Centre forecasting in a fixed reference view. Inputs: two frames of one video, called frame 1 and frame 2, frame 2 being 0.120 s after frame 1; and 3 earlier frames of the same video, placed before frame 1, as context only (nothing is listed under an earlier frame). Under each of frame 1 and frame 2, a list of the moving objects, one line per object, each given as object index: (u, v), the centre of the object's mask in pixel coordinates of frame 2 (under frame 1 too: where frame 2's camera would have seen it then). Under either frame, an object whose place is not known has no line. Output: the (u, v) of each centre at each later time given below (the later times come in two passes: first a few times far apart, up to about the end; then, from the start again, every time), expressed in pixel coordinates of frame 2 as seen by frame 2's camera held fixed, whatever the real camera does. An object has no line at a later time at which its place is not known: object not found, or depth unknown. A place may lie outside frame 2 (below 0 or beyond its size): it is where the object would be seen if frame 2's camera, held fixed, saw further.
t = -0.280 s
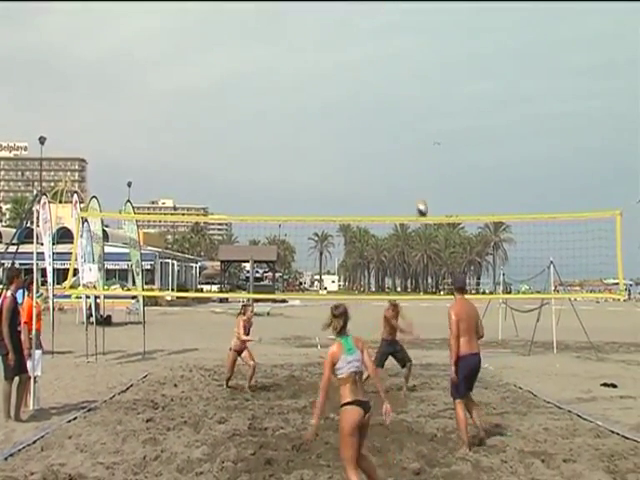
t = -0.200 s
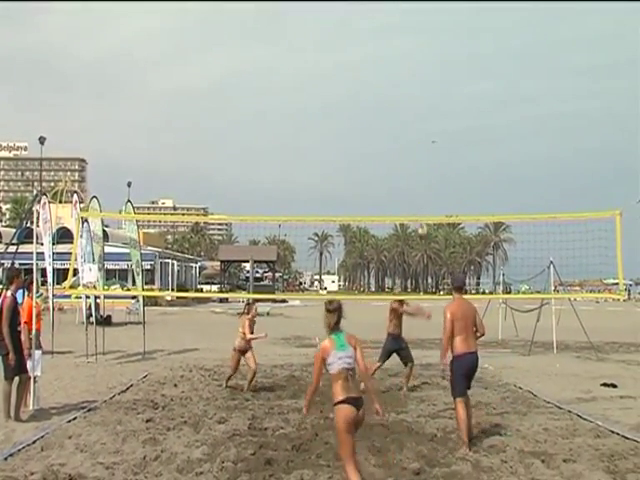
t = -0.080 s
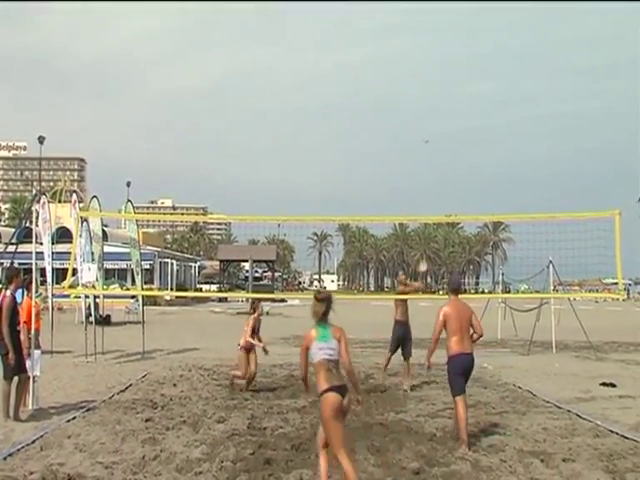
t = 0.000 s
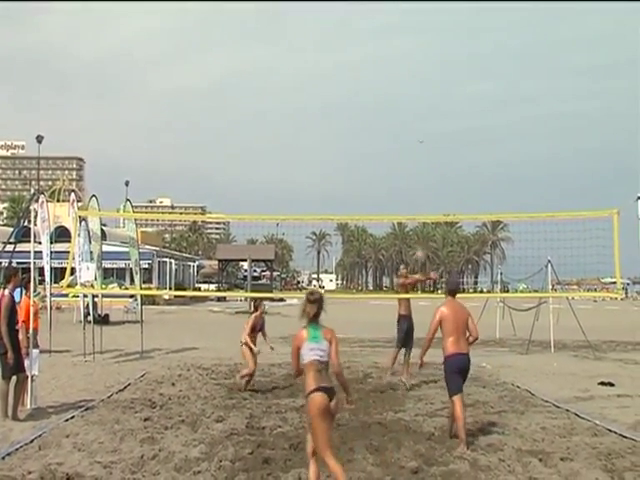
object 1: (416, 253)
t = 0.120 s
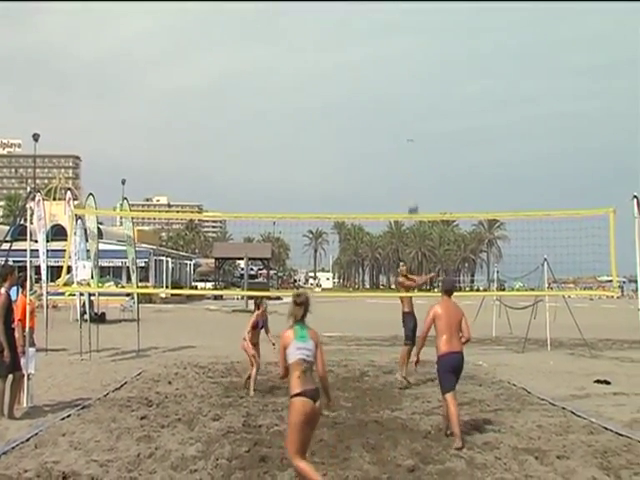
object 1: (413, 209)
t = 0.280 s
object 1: (406, 161)
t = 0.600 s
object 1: (392, 115)
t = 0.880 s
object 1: (378, 133)
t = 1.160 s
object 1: (364, 208)
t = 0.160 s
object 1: (411, 195)
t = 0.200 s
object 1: (409, 182)
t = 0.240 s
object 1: (408, 170)
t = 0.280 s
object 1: (406, 161)
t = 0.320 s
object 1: (404, 152)
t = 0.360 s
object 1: (402, 144)
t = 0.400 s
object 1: (400, 137)
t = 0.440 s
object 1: (398, 130)
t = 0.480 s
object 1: (397, 125)
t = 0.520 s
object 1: (395, 121)
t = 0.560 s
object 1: (394, 117)
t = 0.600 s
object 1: (392, 115)
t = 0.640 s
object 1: (390, 114)
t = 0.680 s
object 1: (388, 115)
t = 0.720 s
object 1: (386, 116)
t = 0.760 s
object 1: (384, 119)
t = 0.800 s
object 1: (383, 122)
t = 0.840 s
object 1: (380, 127)
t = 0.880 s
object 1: (378, 133)
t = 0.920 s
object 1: (376, 141)
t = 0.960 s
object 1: (374, 148)
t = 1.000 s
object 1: (372, 158)
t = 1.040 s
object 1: (370, 169)
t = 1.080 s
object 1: (367, 180)
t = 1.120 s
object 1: (366, 196)
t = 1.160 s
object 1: (364, 208)
